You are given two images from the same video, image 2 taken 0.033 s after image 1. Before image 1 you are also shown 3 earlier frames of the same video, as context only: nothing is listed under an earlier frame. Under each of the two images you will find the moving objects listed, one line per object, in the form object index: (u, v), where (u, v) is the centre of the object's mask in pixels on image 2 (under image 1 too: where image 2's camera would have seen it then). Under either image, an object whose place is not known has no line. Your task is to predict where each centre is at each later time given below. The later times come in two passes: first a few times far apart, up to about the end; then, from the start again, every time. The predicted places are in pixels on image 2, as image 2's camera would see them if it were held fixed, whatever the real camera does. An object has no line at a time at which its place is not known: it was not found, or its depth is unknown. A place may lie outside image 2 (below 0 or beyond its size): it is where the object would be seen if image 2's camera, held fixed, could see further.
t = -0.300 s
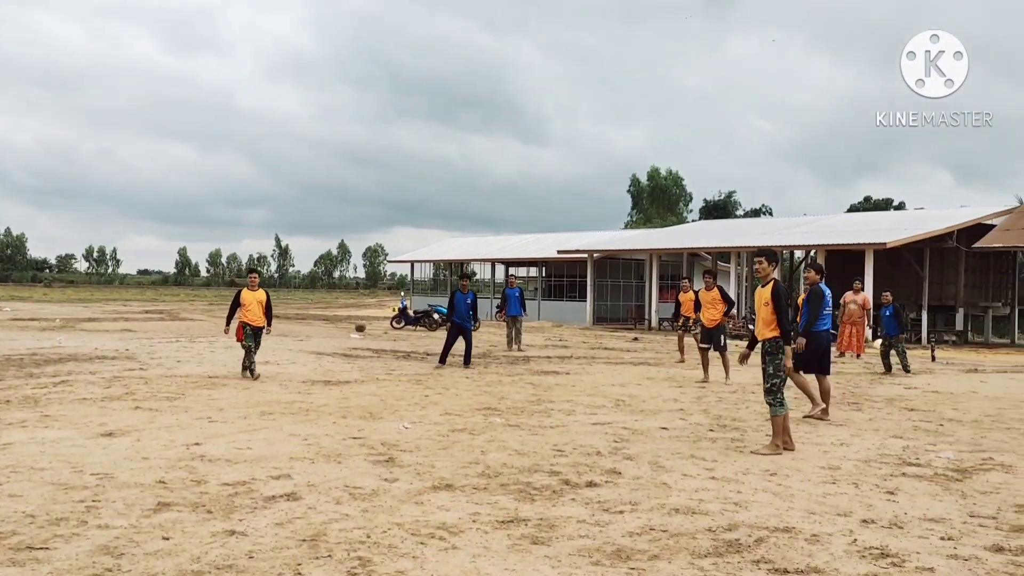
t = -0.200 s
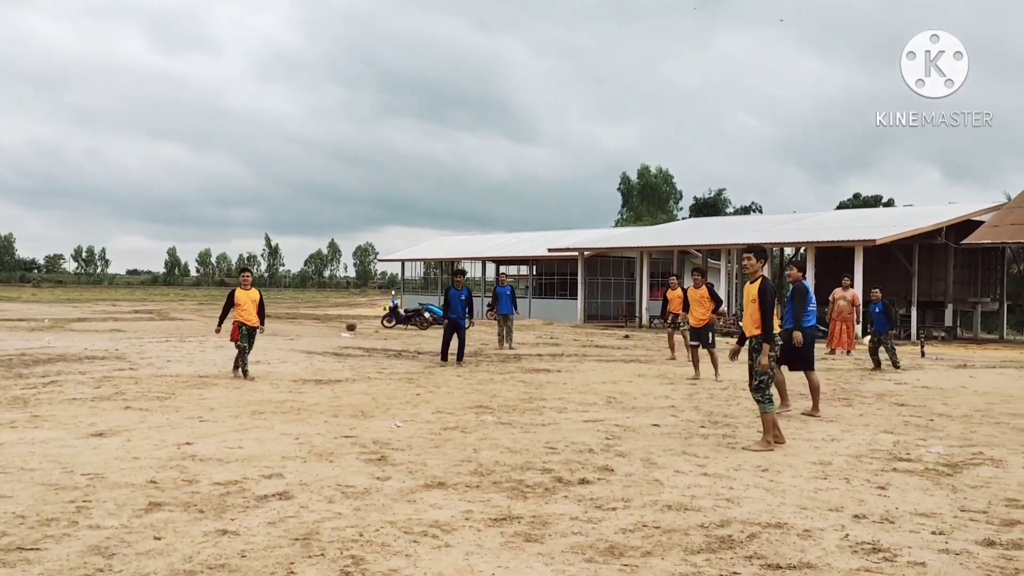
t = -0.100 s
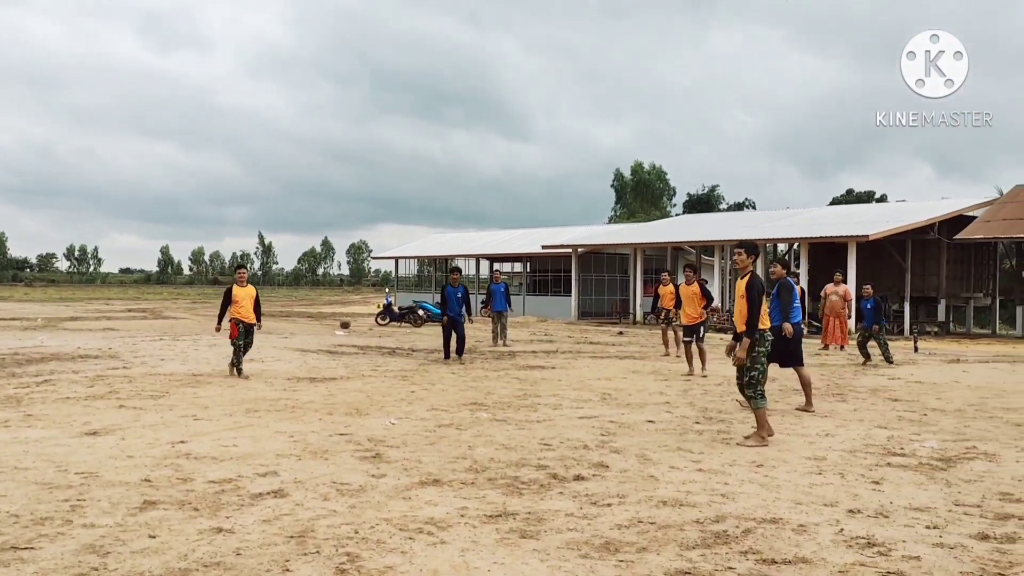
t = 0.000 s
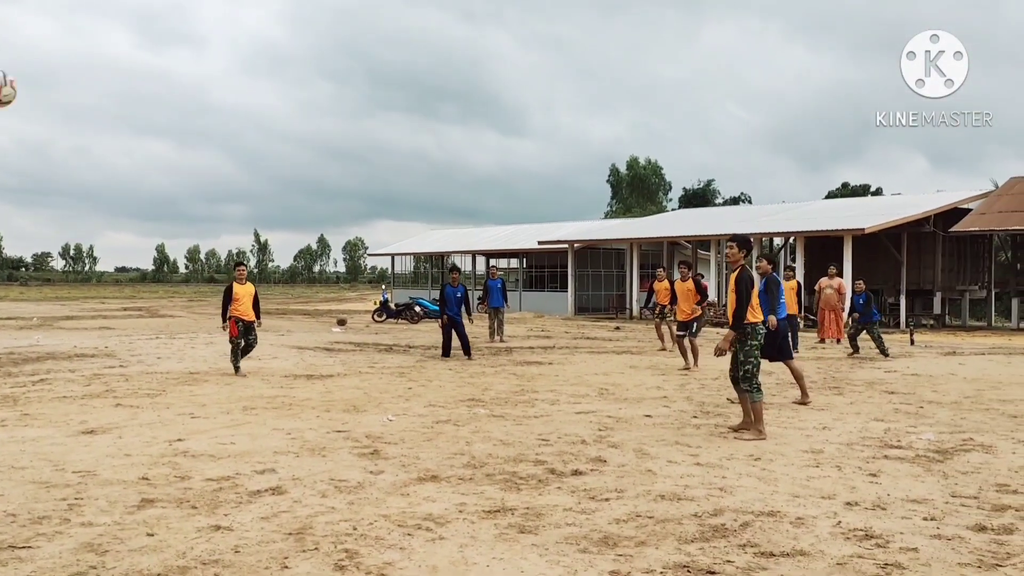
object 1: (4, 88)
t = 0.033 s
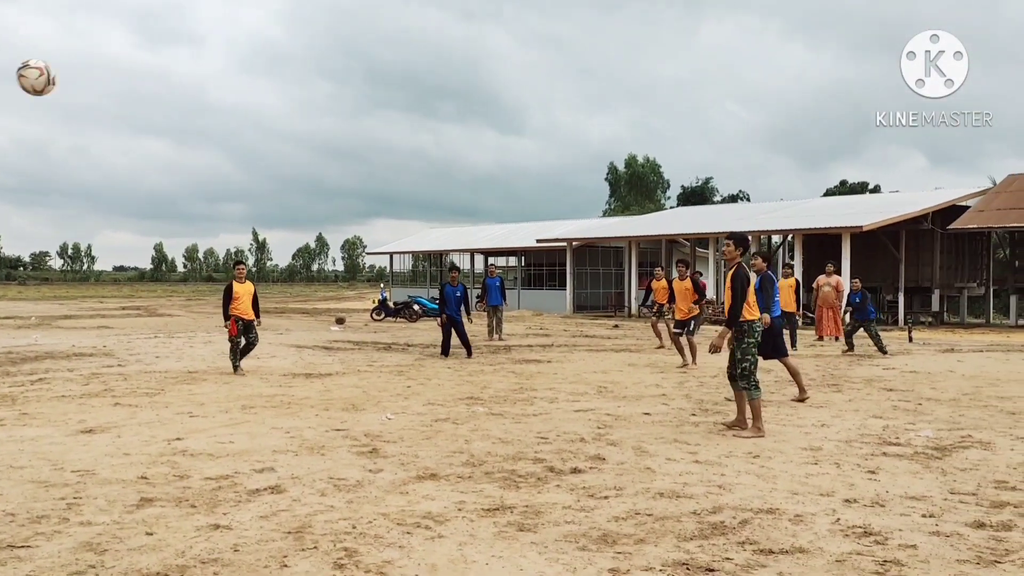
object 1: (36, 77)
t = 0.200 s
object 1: (183, 62)
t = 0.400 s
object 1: (275, 80)
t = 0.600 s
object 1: (328, 117)
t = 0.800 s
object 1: (360, 163)
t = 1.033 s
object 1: (381, 223)
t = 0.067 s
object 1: (74, 71)
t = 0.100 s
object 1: (106, 66)
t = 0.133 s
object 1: (135, 63)
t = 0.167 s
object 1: (160, 62)
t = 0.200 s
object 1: (183, 62)
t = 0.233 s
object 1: (202, 63)
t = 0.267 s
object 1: (220, 65)
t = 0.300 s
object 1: (236, 67)
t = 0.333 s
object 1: (250, 71)
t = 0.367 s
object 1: (263, 75)
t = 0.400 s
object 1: (275, 80)
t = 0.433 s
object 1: (286, 85)
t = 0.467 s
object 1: (296, 91)
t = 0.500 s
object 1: (305, 97)
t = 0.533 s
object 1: (314, 103)
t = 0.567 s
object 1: (321, 110)
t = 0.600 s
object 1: (328, 117)
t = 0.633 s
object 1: (335, 124)
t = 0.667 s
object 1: (341, 131)
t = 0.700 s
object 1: (346, 139)
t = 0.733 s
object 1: (351, 147)
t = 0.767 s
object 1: (356, 155)
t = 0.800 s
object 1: (360, 163)
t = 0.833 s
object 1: (364, 171)
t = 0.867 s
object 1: (368, 179)
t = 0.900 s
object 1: (371, 188)
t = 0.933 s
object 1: (374, 197)
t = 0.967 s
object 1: (377, 205)
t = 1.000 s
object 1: (379, 214)
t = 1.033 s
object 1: (381, 223)
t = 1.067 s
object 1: (383, 233)
